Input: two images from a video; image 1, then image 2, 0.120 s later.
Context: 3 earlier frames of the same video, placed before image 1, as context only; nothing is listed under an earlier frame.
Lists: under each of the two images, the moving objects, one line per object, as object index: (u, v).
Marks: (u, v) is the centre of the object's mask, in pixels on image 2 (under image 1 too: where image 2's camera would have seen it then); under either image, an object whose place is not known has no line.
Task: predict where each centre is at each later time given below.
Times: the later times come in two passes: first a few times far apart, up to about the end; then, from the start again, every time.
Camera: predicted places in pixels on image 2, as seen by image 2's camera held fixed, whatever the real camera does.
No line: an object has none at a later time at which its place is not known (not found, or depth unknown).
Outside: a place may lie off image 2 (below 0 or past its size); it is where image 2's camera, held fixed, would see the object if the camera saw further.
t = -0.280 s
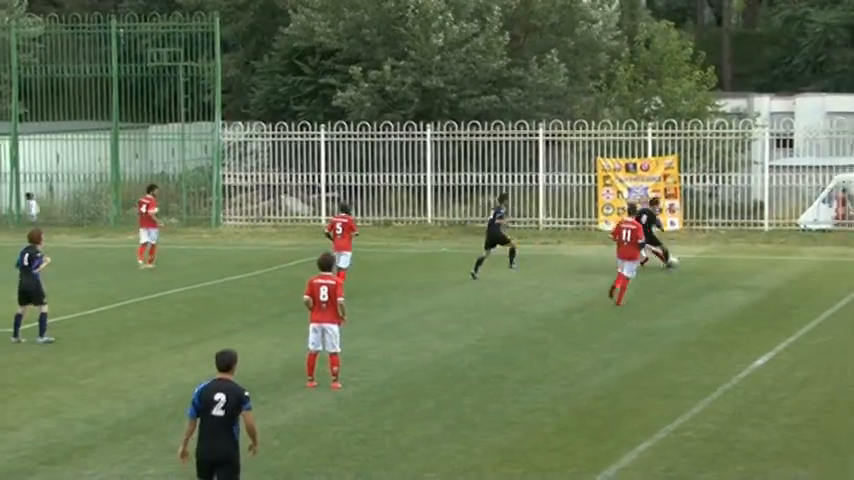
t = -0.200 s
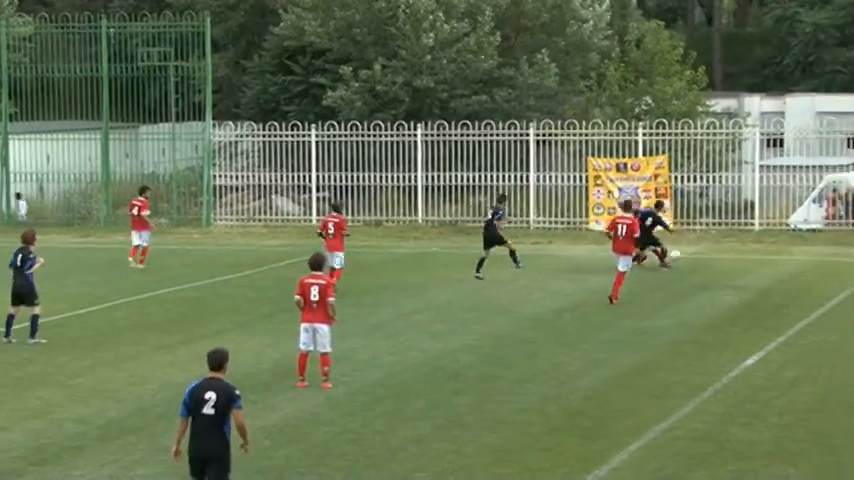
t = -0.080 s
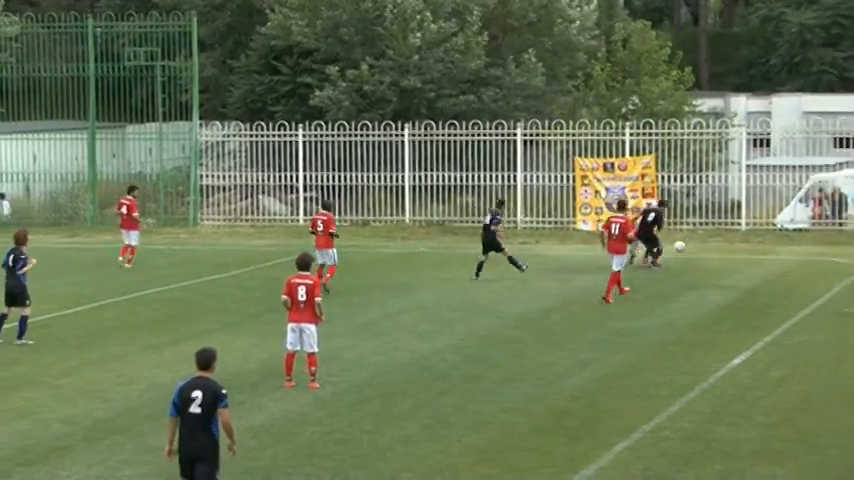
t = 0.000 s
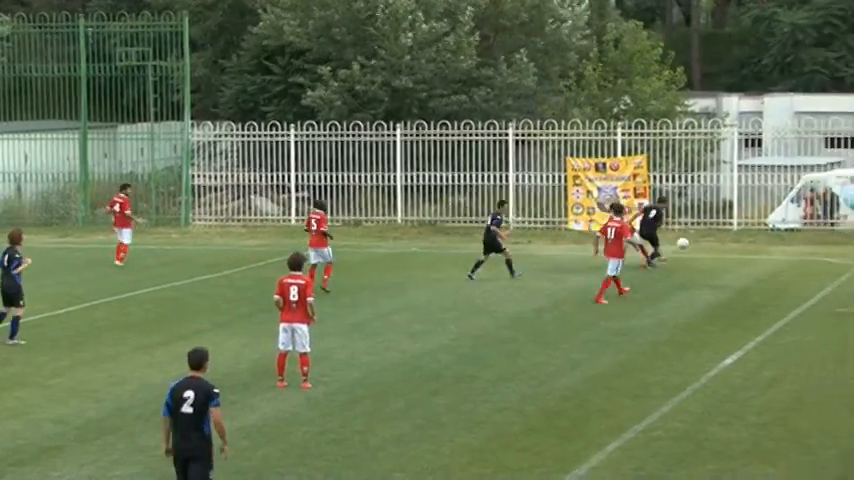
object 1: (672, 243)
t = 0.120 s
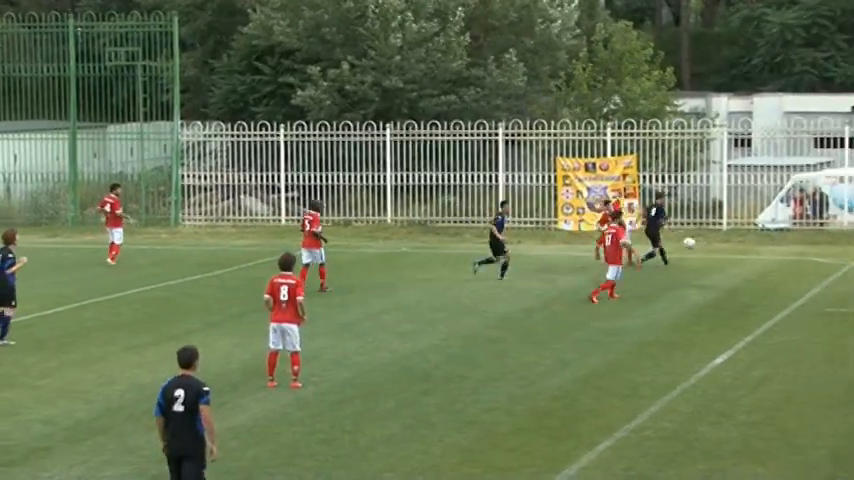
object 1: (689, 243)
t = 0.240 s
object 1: (705, 249)
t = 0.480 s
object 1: (735, 282)
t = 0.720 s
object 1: (762, 317)
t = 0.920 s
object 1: (779, 319)
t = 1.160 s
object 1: (798, 350)
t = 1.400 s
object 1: (816, 352)
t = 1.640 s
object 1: (834, 373)
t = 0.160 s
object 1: (694, 244)
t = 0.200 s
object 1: (699, 246)
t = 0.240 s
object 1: (705, 249)
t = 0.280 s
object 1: (710, 252)
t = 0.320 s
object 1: (715, 256)
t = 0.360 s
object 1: (721, 262)
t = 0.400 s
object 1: (726, 267)
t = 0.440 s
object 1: (731, 275)
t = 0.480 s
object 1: (735, 282)
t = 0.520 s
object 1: (741, 291)
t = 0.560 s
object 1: (746, 301)
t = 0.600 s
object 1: (750, 312)
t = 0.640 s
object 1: (755, 322)
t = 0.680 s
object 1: (759, 319)
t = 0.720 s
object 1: (762, 317)
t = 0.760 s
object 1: (765, 315)
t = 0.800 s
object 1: (768, 315)
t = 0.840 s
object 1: (772, 316)
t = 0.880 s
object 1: (775, 316)
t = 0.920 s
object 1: (779, 319)
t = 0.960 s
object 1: (782, 323)
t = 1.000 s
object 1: (786, 328)
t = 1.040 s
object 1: (789, 335)
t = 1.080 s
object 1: (793, 341)
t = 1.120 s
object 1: (795, 350)
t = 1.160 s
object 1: (798, 350)
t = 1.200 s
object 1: (802, 348)
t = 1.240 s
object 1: (804, 347)
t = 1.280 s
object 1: (807, 346)
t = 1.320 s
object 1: (810, 347)
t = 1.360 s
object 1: (813, 348)
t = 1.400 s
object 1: (816, 352)
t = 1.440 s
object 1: (819, 356)
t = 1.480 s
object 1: (822, 361)
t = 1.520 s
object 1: (825, 369)
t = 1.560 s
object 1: (829, 371)
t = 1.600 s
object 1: (831, 371)
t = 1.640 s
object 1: (834, 373)
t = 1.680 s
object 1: (838, 375)
